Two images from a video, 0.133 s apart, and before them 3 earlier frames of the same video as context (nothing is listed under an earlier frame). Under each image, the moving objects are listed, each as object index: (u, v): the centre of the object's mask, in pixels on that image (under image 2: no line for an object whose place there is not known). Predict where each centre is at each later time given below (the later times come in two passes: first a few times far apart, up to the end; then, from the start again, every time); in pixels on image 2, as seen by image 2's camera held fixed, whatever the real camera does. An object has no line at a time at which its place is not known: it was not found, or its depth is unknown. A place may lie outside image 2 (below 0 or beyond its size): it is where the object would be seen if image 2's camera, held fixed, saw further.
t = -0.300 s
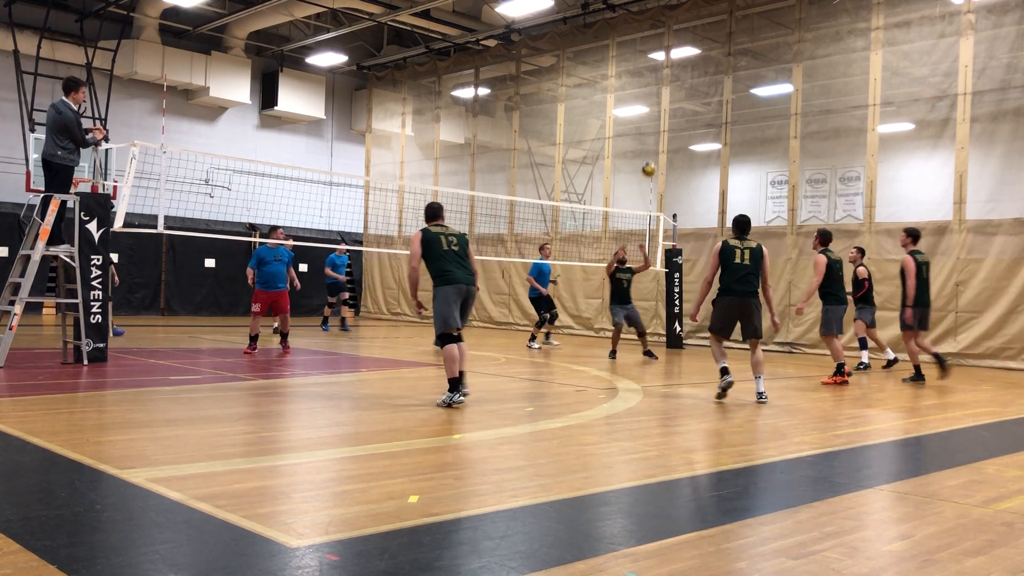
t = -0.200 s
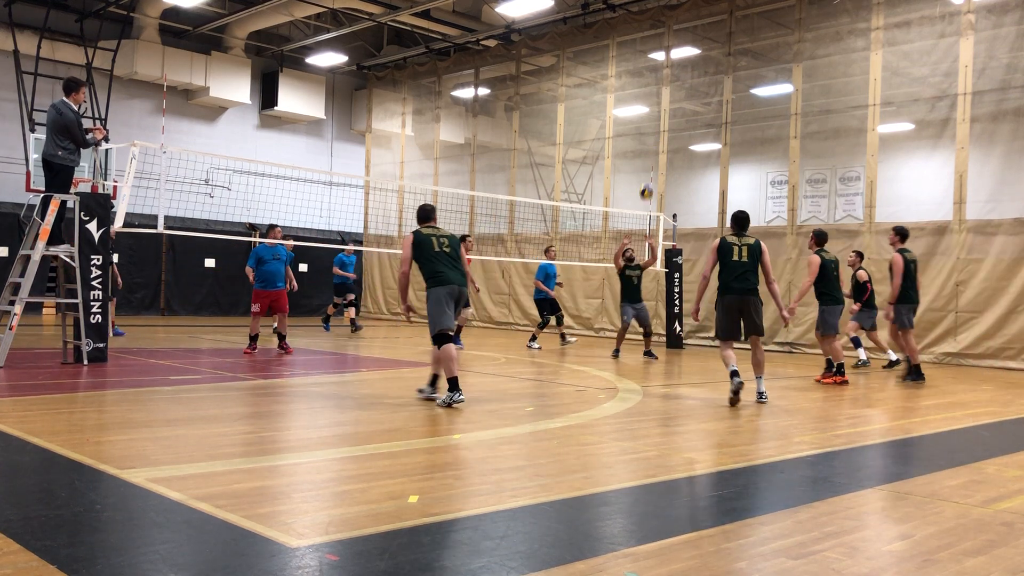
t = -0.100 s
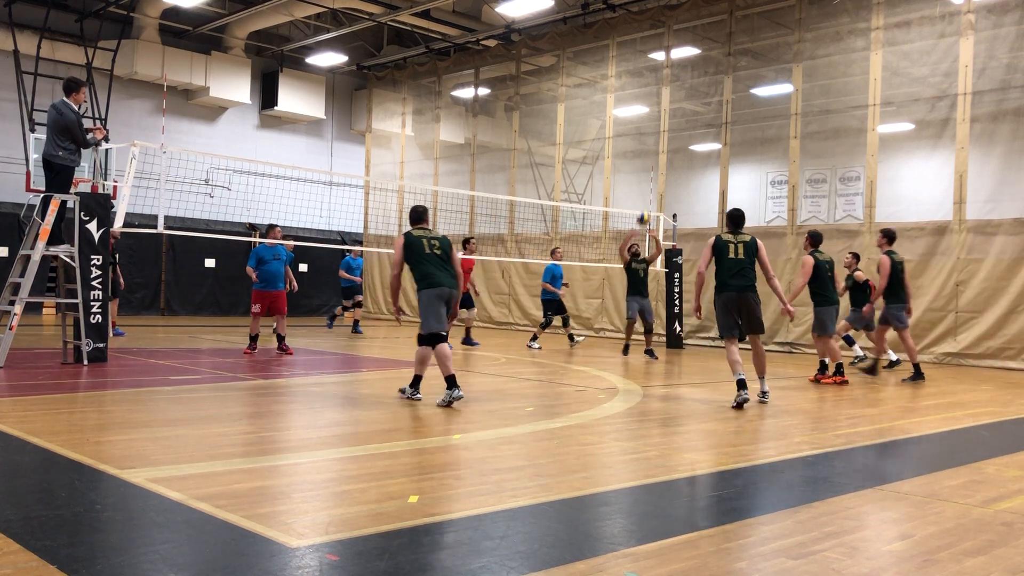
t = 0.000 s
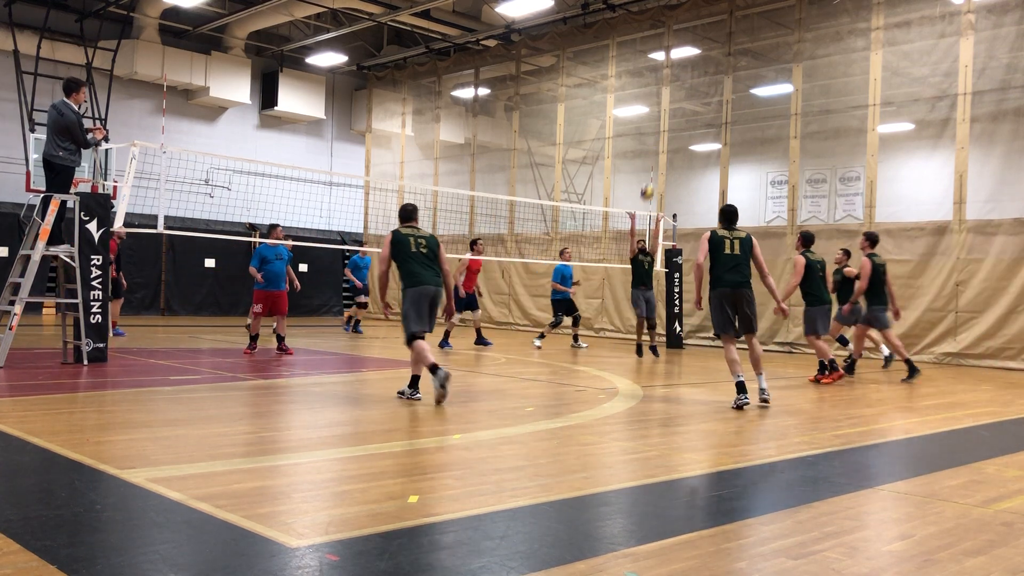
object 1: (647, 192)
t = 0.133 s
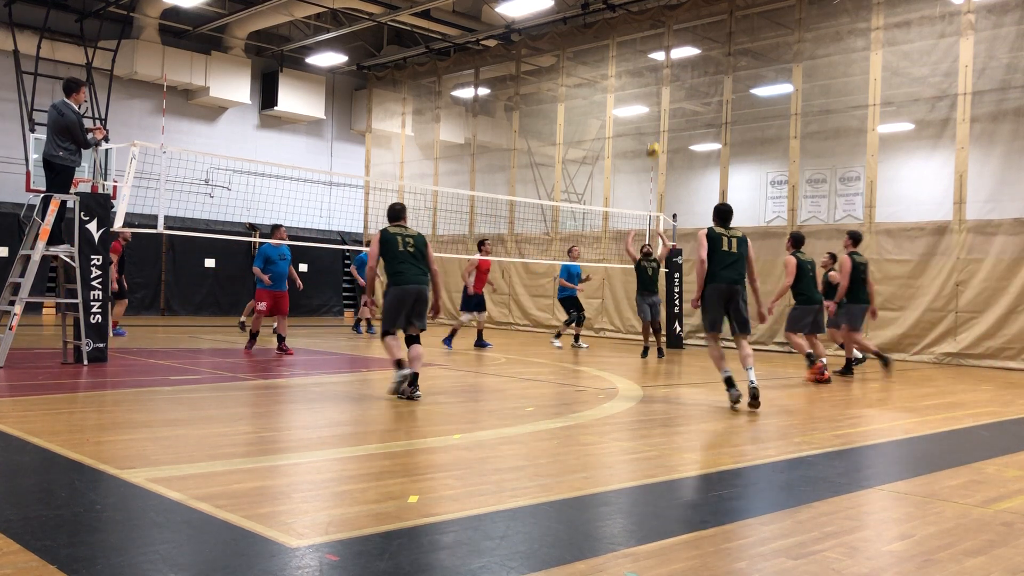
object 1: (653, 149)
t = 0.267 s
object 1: (658, 121)
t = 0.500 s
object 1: (667, 96)
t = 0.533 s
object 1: (668, 96)
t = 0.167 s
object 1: (654, 141)
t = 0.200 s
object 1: (656, 134)
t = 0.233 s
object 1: (657, 127)
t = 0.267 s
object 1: (658, 121)
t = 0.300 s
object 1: (659, 115)
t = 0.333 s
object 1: (661, 110)
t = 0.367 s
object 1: (662, 106)
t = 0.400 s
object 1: (663, 103)
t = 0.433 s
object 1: (665, 100)
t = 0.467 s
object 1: (666, 98)
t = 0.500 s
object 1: (667, 96)
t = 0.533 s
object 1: (668, 96)
